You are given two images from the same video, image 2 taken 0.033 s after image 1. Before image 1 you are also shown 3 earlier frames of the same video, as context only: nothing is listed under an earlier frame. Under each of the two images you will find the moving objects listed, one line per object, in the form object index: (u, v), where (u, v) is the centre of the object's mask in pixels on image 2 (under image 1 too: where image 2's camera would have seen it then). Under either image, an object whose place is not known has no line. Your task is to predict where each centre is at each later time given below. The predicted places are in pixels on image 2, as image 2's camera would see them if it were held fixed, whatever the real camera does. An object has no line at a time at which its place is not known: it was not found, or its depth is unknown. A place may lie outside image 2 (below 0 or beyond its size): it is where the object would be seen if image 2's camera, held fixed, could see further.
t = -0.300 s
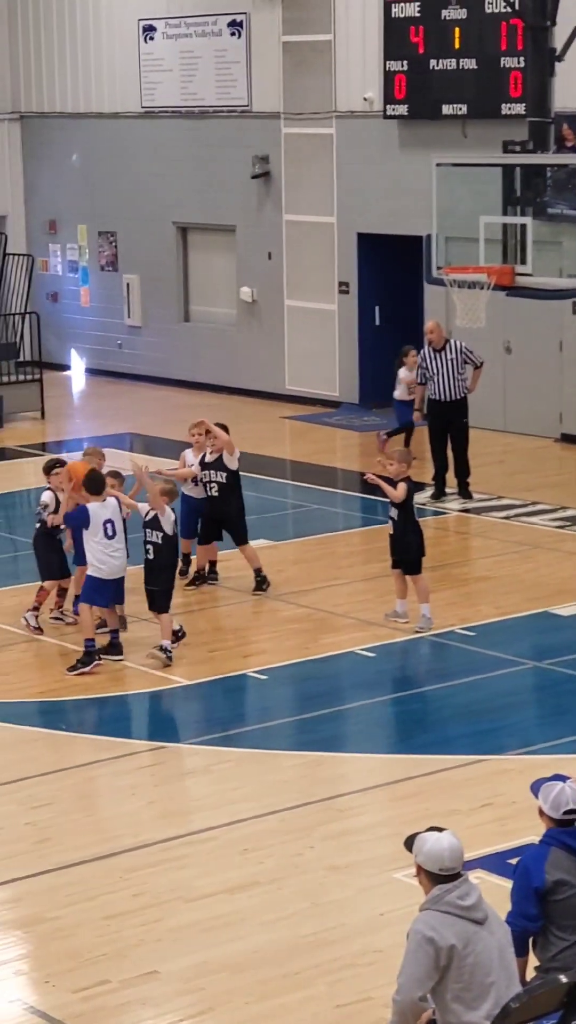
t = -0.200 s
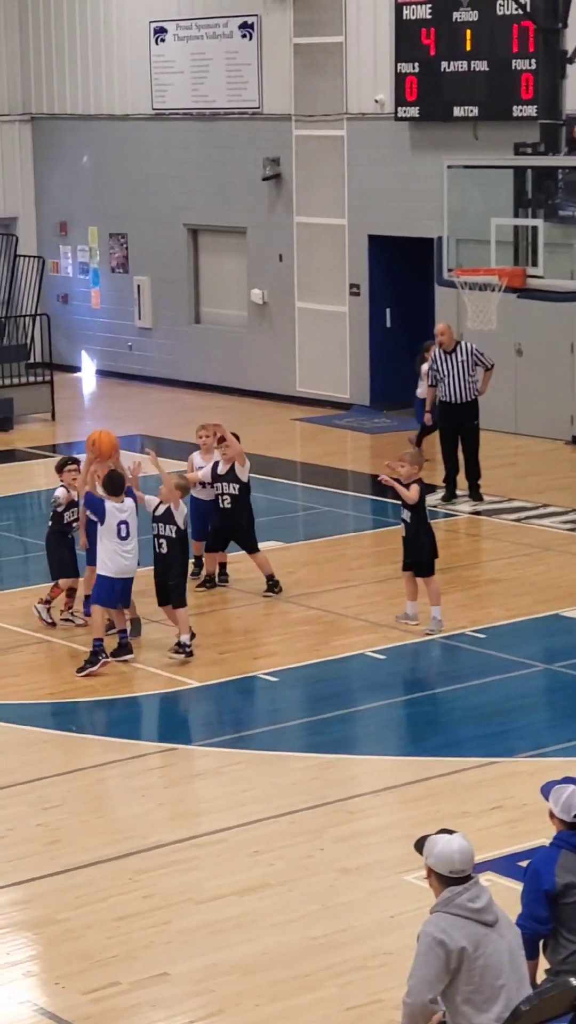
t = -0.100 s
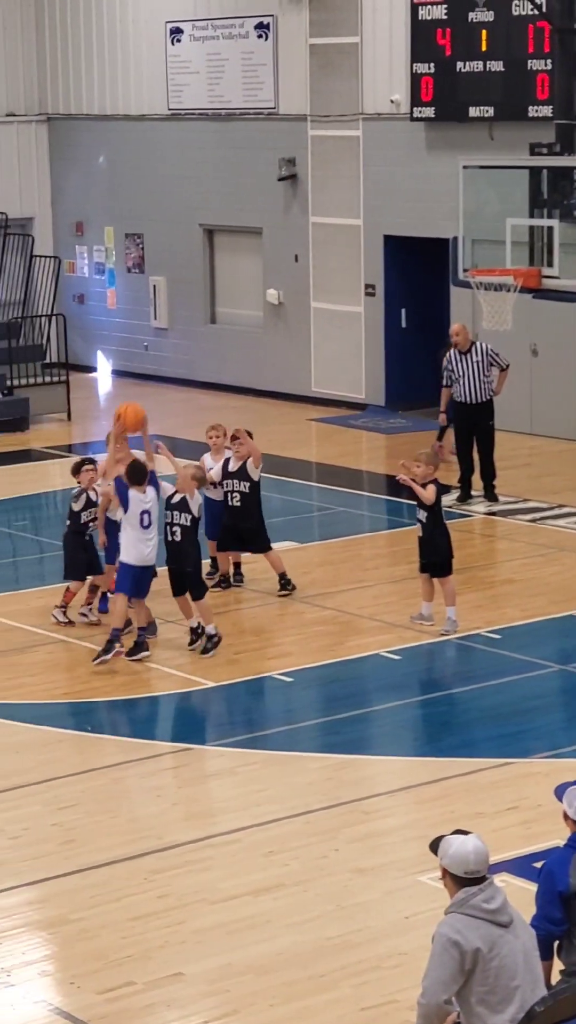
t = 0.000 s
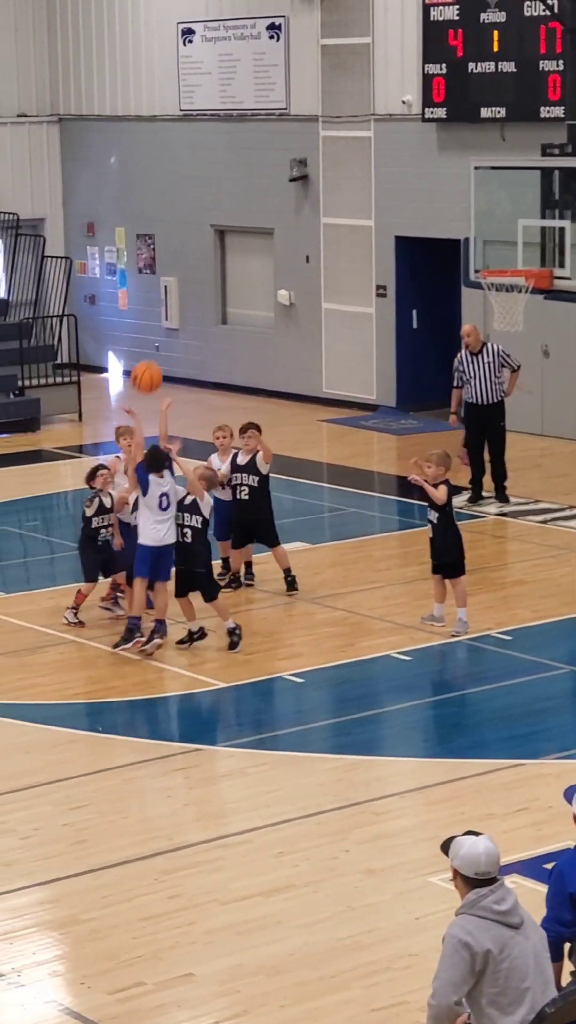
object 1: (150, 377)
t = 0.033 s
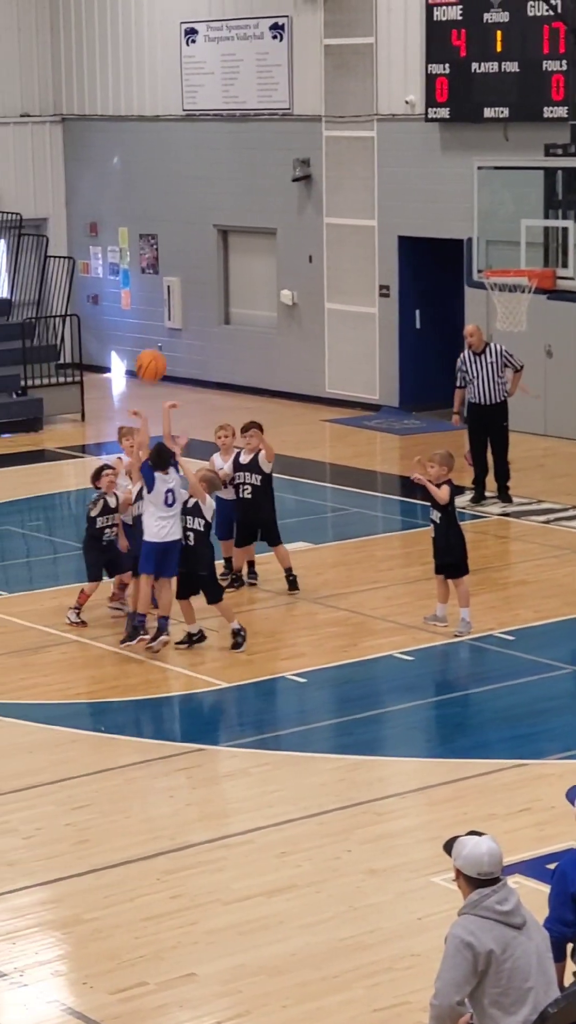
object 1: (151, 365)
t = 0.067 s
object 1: (152, 355)
